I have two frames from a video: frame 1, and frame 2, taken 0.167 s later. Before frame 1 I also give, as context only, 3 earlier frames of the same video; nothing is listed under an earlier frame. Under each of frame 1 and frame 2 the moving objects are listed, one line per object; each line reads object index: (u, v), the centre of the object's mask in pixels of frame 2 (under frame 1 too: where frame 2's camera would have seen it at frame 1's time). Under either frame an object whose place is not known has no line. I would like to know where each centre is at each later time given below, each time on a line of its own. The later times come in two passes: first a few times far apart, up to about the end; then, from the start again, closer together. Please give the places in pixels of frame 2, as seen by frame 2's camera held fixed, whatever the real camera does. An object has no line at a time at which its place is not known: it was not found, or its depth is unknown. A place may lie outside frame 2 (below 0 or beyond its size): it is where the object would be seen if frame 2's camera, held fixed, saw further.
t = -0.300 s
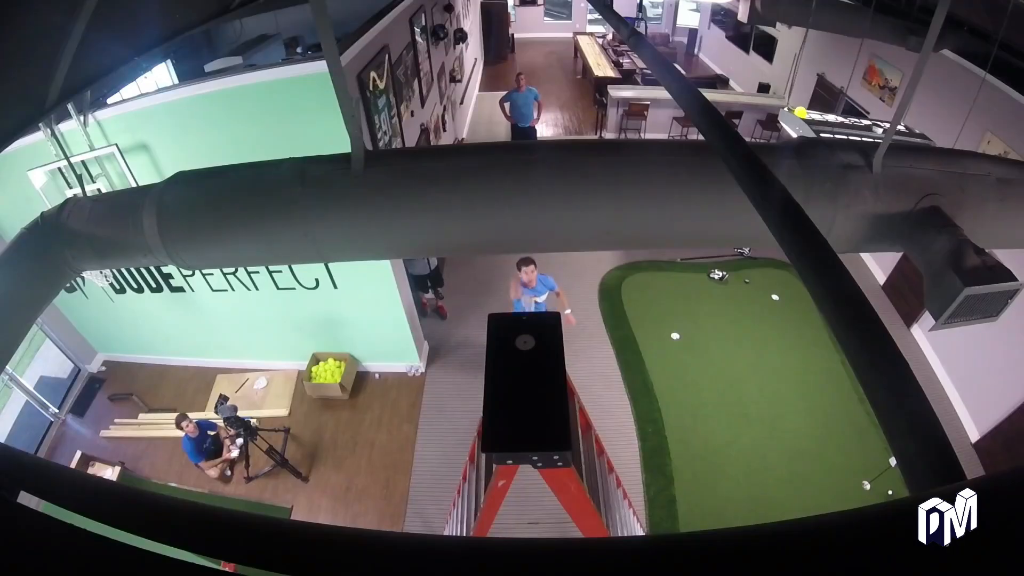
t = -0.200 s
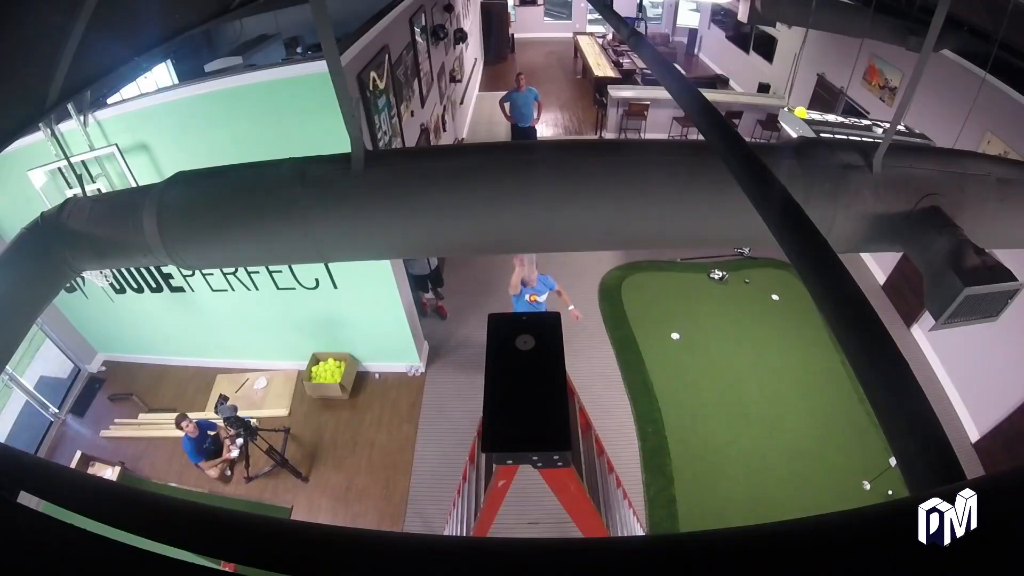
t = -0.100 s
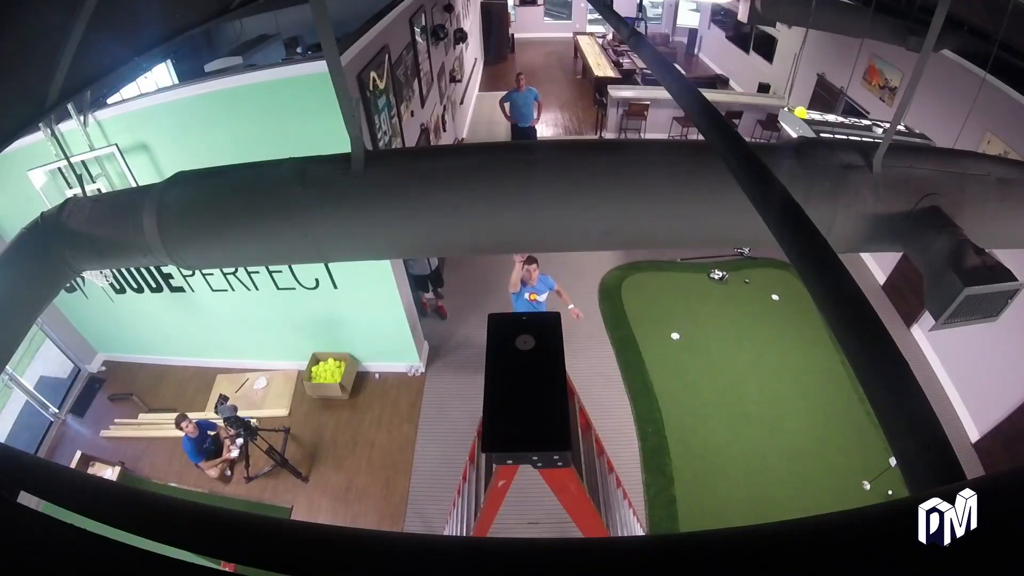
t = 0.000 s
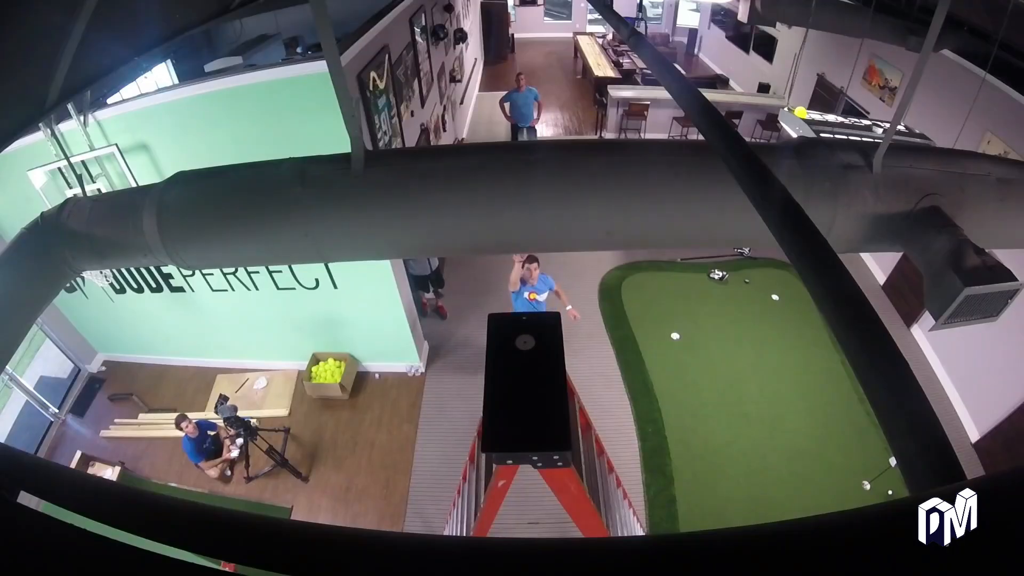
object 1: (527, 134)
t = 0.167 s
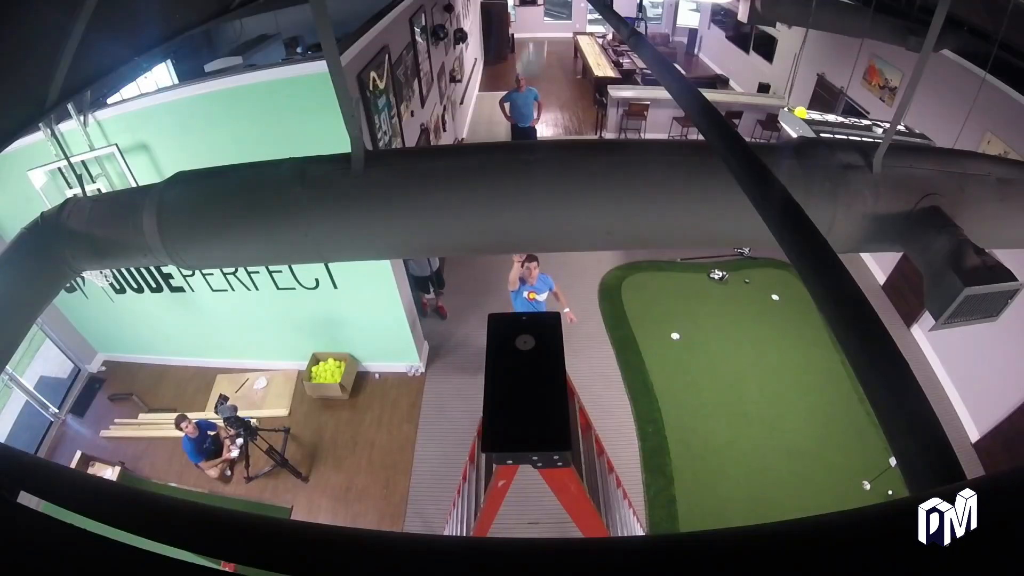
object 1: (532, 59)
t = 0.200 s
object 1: (532, 45)
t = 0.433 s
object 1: (534, 53)
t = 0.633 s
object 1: (541, 292)
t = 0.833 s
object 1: (544, 375)
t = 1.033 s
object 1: (555, 383)
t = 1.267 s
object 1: (550, 378)
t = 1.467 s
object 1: (549, 378)
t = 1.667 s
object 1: (549, 378)
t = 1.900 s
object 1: (549, 377)
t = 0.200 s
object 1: (532, 45)
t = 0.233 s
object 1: (532, 32)
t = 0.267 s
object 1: (531, 26)
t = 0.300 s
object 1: (531, 26)
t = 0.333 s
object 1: (532, 28)
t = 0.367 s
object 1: (533, 32)
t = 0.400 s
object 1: (534, 39)
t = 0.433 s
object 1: (534, 53)
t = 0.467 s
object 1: (536, 76)
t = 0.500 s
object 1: (538, 113)
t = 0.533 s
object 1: (539, 150)
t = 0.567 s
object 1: (539, 194)
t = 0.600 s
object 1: (539, 226)
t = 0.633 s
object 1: (541, 292)
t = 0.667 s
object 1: (543, 355)
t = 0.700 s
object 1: (541, 361)
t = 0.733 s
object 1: (541, 363)
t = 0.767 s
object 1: (542, 367)
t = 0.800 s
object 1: (543, 371)
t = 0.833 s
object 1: (544, 375)
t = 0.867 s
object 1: (546, 379)
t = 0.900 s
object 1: (549, 382)
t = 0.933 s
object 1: (552, 383)
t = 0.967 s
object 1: (554, 383)
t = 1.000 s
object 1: (555, 384)
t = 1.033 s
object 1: (555, 383)
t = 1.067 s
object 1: (554, 380)
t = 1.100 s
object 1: (550, 376)
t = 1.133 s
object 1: (546, 374)
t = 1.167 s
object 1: (545, 374)
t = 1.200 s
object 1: (546, 373)
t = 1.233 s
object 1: (548, 375)
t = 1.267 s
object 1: (550, 378)
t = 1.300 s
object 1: (551, 379)
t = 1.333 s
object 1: (549, 377)
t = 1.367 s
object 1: (548, 376)
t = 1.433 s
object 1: (550, 378)
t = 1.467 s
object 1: (549, 378)
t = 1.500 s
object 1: (548, 376)
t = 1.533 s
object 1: (549, 377)
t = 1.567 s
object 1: (550, 378)
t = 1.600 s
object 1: (549, 377)
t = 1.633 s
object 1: (549, 377)
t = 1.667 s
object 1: (549, 378)
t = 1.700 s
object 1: (549, 377)
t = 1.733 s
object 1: (549, 377)
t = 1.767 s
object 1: (549, 378)
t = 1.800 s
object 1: (549, 377)
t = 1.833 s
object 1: (549, 377)
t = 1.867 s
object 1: (549, 377)
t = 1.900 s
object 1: (549, 377)
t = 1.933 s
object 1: (549, 378)
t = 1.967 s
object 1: (549, 377)
